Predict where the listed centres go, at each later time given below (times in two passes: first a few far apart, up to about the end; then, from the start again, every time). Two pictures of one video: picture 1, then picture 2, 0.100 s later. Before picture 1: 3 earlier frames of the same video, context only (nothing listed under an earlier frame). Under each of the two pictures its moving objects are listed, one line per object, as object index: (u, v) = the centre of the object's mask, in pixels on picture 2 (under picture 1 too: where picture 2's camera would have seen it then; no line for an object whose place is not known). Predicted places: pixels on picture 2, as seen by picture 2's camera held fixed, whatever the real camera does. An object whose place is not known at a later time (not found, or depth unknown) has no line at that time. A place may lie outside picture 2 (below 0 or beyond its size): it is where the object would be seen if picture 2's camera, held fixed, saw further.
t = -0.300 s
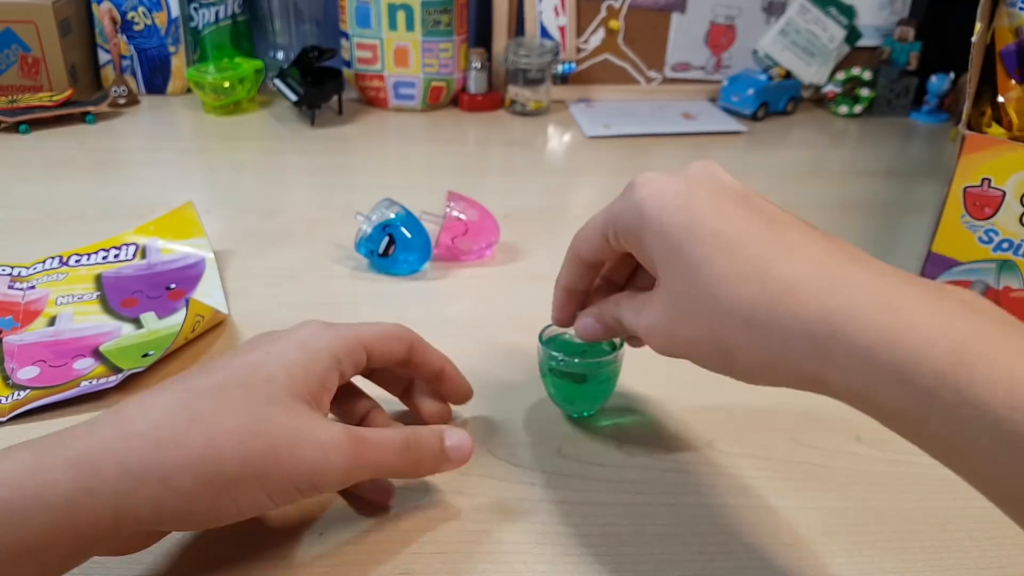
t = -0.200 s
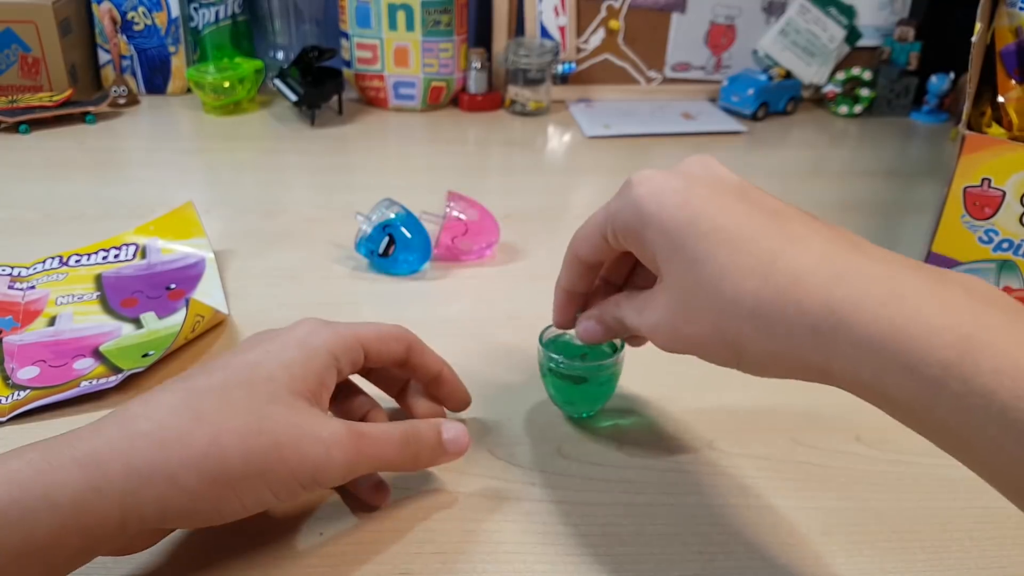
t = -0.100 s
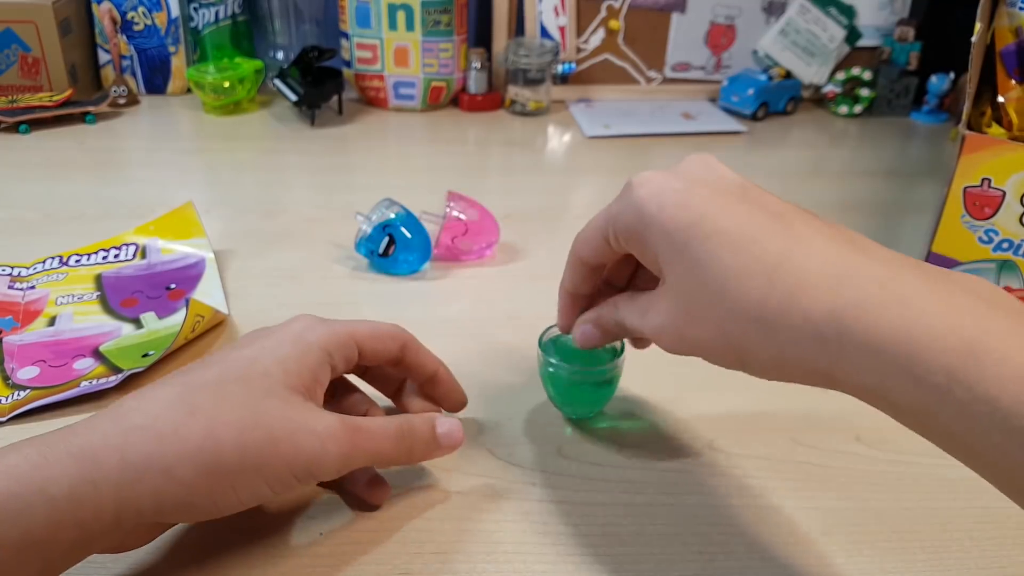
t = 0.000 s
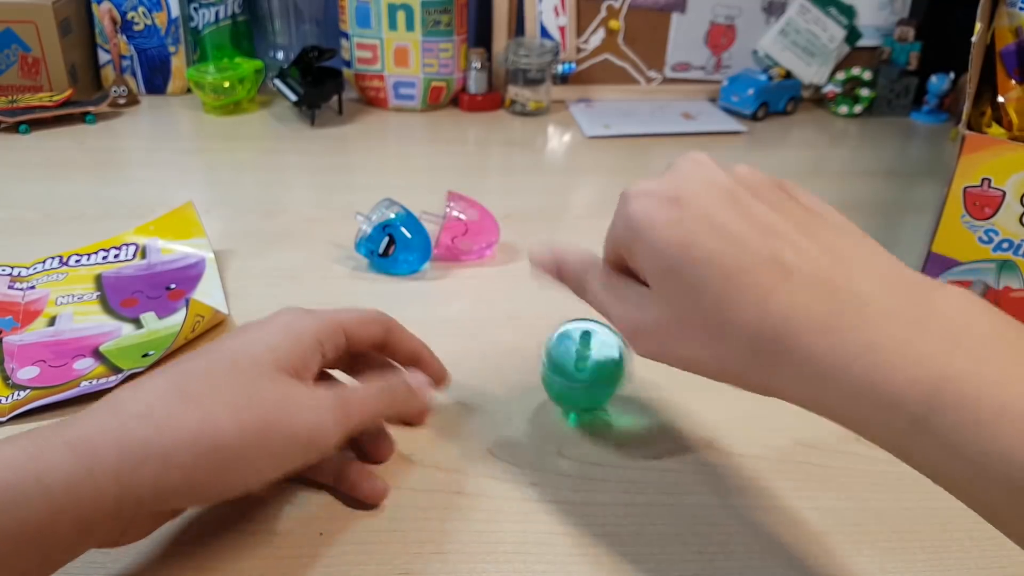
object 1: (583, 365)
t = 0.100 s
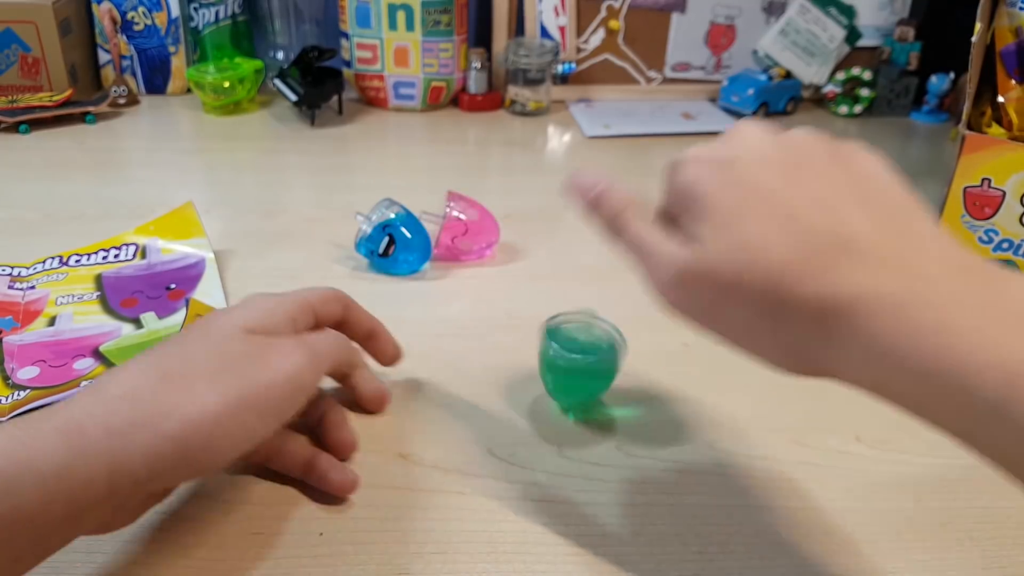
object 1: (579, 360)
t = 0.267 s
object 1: (581, 352)
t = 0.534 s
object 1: (592, 349)
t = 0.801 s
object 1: (587, 351)
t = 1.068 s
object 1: (575, 355)
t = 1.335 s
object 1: (561, 355)
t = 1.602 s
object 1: (547, 354)
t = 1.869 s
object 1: (536, 350)
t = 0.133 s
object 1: (577, 358)
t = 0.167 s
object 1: (579, 355)
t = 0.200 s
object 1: (578, 354)
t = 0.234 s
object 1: (582, 352)
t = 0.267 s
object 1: (581, 352)
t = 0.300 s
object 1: (585, 350)
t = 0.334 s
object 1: (586, 350)
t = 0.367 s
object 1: (589, 350)
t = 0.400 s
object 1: (591, 350)
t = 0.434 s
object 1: (591, 349)
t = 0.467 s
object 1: (593, 349)
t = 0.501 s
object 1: (589, 349)
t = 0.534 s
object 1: (592, 349)
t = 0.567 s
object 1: (587, 349)
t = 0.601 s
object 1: (590, 349)
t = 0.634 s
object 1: (587, 350)
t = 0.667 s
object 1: (590, 349)
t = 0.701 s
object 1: (586, 350)
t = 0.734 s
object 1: (588, 350)
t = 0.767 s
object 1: (585, 351)
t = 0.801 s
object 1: (587, 351)
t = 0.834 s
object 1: (583, 351)
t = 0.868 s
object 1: (583, 352)
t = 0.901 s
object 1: (580, 352)
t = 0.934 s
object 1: (580, 352)
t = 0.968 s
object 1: (577, 353)
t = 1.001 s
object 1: (578, 354)
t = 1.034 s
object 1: (575, 354)
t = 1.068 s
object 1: (575, 355)
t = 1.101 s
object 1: (572, 354)
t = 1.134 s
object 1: (572, 355)
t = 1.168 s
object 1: (569, 355)
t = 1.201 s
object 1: (569, 355)
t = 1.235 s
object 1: (565, 356)
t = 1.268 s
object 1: (567, 356)
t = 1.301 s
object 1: (561, 355)
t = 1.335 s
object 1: (561, 355)
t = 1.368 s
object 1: (557, 355)
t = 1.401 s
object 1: (558, 355)
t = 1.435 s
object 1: (554, 355)
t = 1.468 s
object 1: (555, 355)
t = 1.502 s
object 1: (550, 355)
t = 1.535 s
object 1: (551, 354)
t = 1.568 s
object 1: (547, 354)
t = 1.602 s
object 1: (547, 354)
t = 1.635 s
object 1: (543, 354)
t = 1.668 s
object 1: (544, 353)
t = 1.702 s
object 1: (541, 353)
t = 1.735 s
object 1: (541, 352)
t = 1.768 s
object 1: (539, 352)
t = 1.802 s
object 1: (538, 351)
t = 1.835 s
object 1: (538, 351)
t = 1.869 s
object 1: (536, 350)
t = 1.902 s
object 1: (537, 350)
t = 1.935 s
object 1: (535, 349)
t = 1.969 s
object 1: (536, 349)
